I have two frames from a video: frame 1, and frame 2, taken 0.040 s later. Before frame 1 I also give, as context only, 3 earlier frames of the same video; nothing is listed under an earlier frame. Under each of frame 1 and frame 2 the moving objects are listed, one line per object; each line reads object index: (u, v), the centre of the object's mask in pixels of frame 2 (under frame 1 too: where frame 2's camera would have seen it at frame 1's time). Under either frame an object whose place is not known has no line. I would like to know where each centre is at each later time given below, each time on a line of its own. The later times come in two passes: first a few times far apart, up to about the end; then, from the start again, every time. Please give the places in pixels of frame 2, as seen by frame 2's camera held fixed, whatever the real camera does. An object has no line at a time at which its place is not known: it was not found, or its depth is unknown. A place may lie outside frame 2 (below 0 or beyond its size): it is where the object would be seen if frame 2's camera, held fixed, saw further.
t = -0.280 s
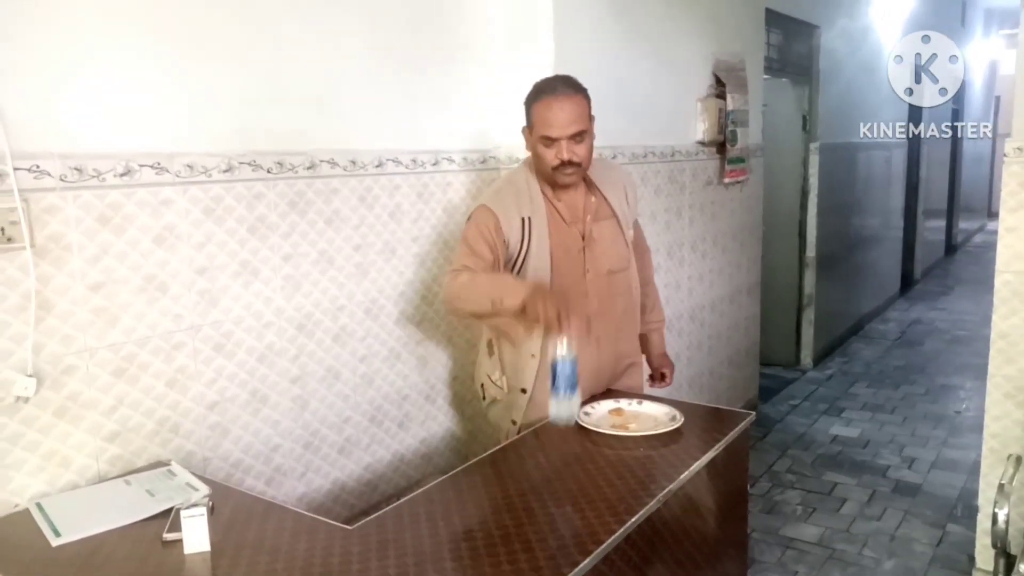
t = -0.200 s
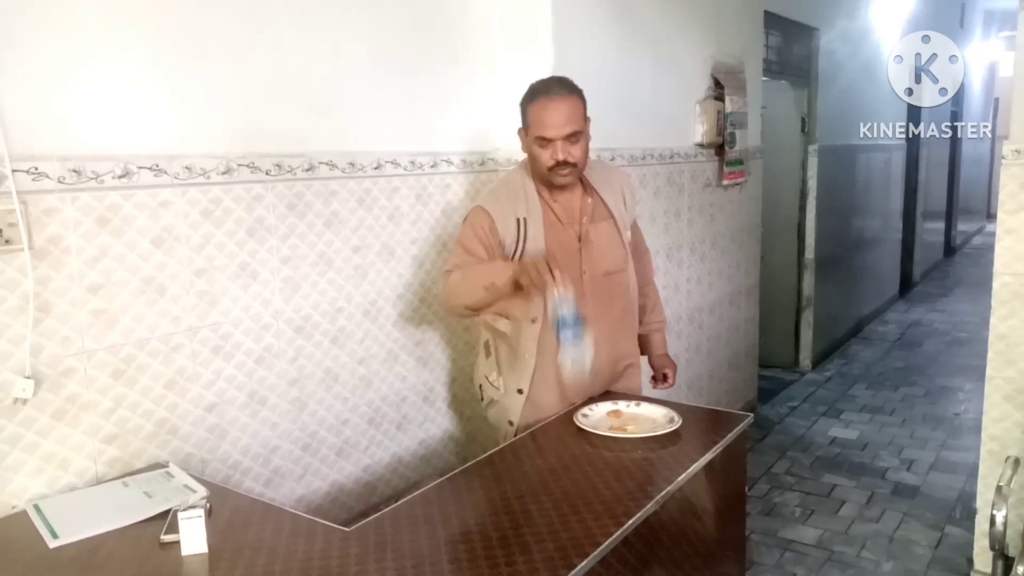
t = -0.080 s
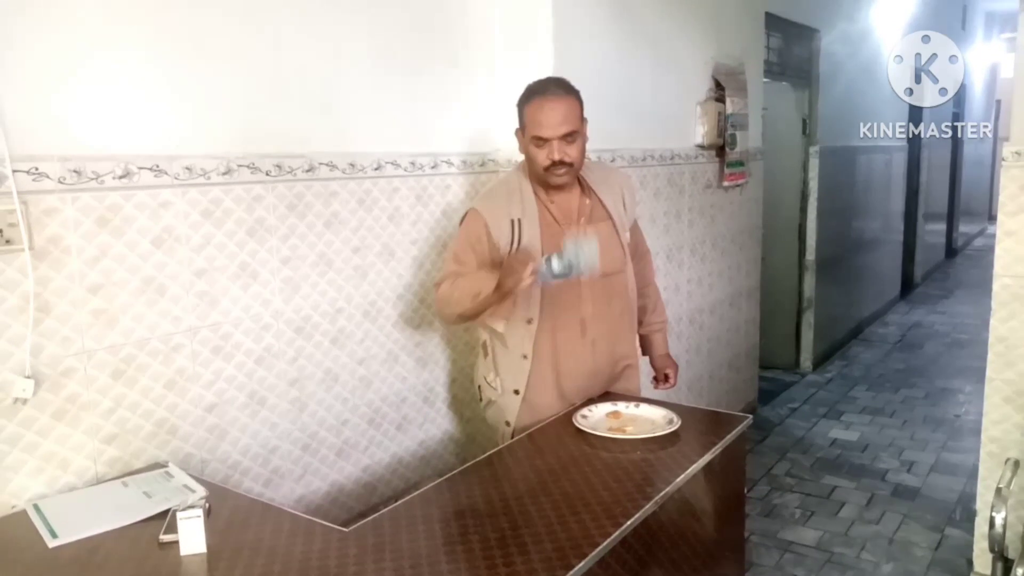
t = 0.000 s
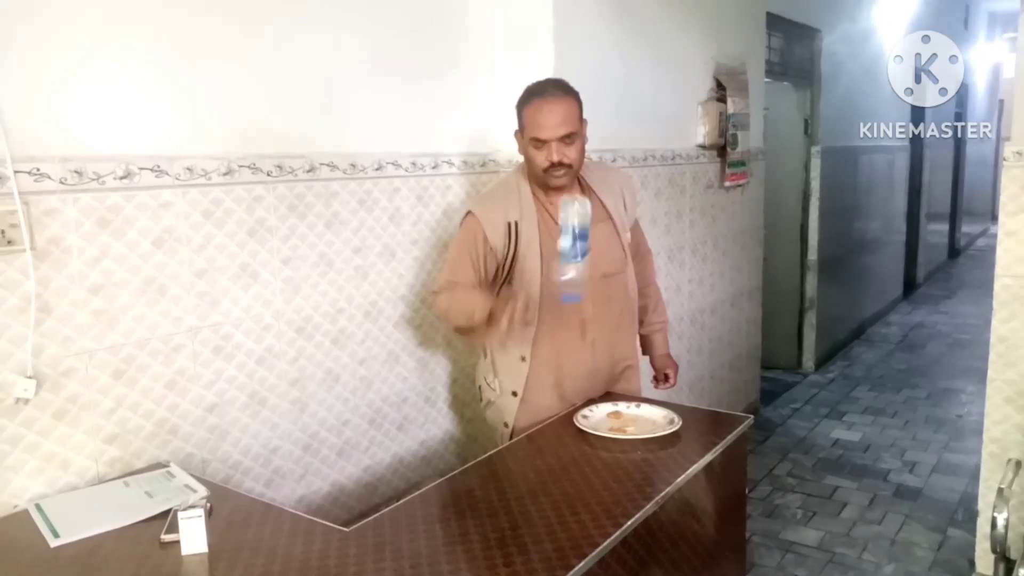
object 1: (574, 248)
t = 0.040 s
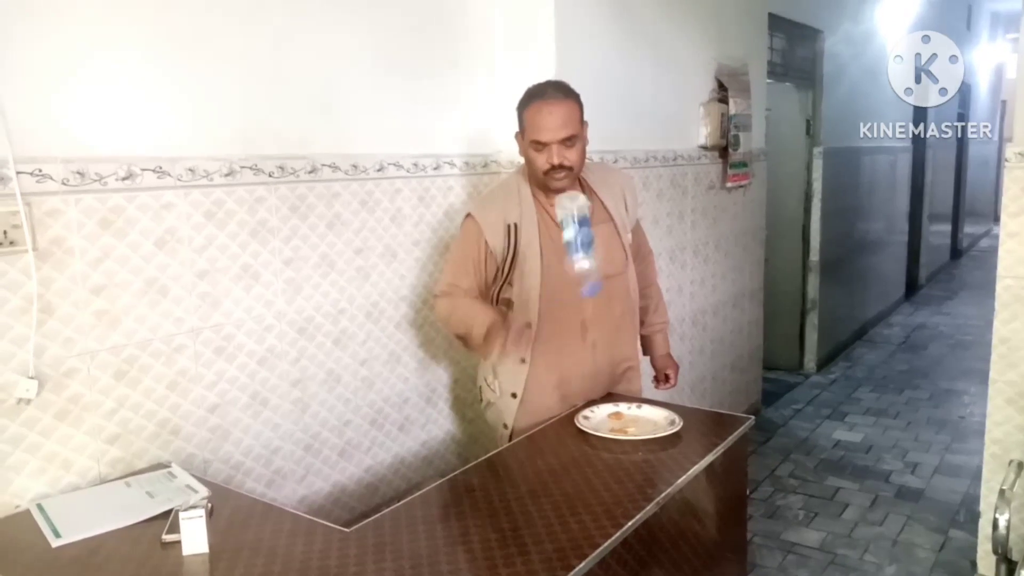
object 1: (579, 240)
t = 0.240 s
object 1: (568, 290)
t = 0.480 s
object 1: (547, 439)
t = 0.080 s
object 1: (582, 234)
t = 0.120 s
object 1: (583, 234)
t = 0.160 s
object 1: (577, 241)
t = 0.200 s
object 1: (572, 262)
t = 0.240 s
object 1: (568, 290)
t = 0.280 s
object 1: (564, 325)
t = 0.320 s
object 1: (561, 372)
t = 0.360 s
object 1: (559, 416)
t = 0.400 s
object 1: (550, 428)
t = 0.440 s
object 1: (550, 439)
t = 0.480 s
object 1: (547, 439)
